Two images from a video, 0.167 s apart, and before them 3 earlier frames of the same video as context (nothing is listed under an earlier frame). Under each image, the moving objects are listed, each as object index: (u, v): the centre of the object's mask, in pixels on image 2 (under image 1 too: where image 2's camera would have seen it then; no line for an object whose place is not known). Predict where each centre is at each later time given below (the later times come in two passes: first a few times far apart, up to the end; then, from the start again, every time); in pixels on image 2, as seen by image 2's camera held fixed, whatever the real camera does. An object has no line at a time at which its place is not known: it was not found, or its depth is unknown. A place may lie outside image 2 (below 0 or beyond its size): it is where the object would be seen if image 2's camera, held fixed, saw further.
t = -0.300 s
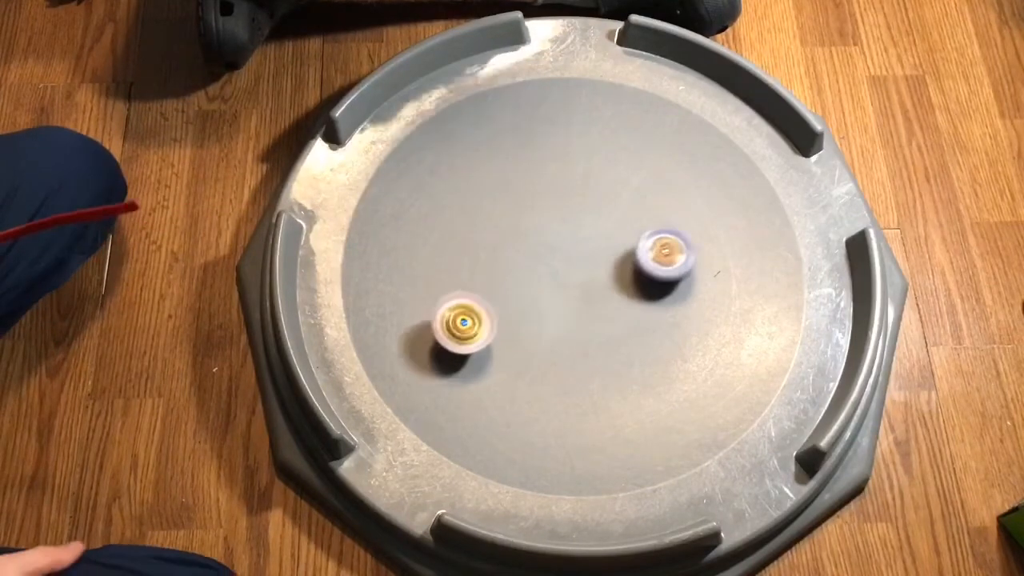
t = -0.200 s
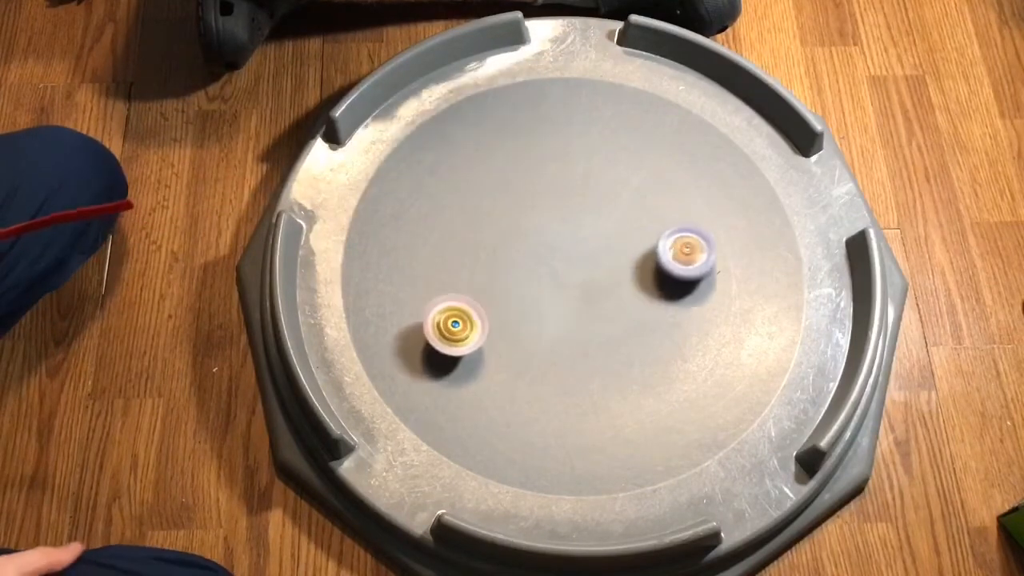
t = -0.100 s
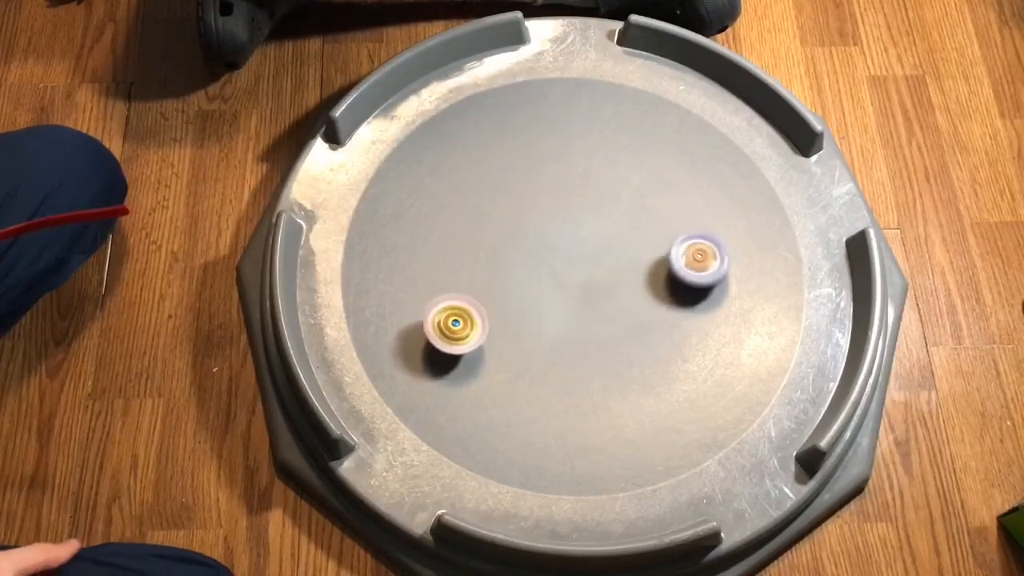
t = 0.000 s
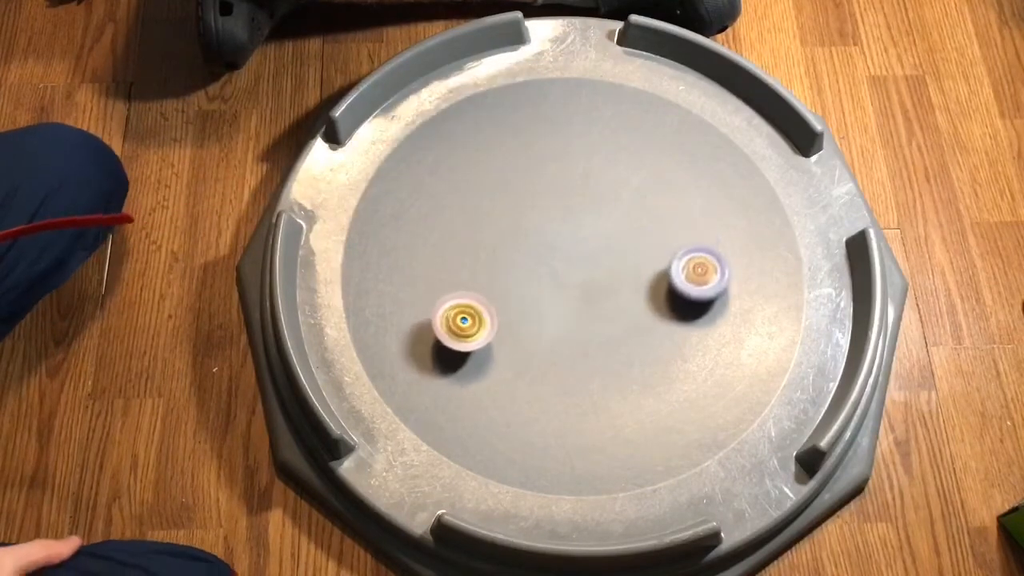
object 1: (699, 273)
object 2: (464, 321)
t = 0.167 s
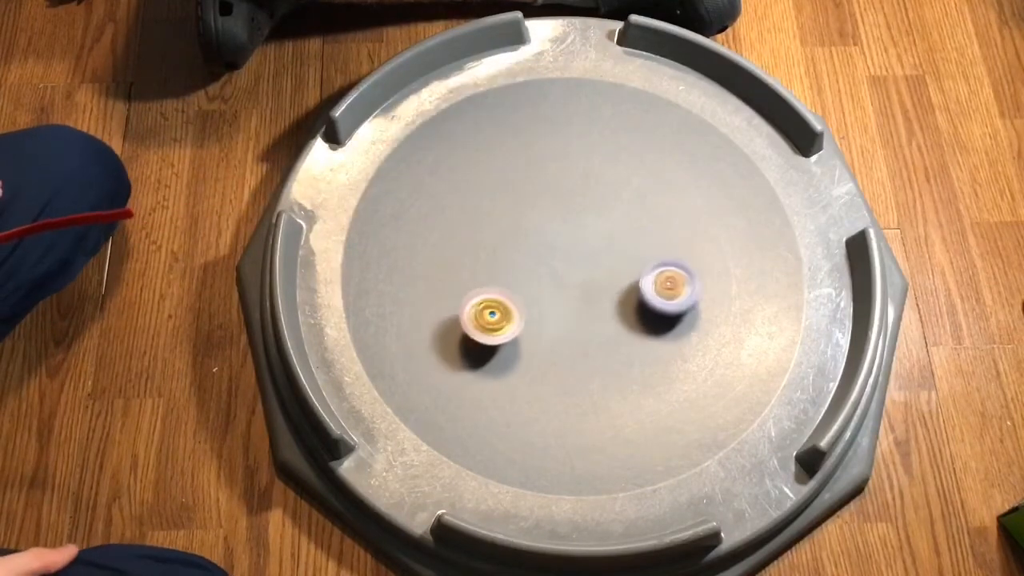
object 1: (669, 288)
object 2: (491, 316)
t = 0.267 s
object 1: (643, 284)
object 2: (512, 312)
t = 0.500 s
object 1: (581, 228)
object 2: (549, 324)
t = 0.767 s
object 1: (584, 79)
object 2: (547, 386)
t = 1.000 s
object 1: (602, 42)
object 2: (559, 371)
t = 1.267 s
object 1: (503, 157)
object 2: (585, 322)
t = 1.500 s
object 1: (452, 284)
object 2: (591, 263)
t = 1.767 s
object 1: (444, 387)
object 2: (584, 220)
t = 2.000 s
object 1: (474, 402)
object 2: (565, 205)
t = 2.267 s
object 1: (539, 361)
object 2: (532, 218)
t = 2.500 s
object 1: (602, 315)
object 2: (517, 246)
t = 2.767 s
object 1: (662, 283)
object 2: (524, 281)
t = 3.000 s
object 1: (702, 263)
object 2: (551, 300)
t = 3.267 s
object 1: (707, 232)
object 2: (580, 295)
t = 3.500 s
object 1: (674, 205)
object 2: (595, 269)
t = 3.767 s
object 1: (613, 183)
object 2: (595, 236)
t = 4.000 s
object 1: (540, 167)
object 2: (593, 245)
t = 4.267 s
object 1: (478, 193)
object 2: (588, 274)
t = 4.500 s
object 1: (453, 240)
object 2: (584, 291)
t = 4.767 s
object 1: (469, 302)
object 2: (576, 293)
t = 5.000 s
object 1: (516, 338)
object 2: (564, 276)
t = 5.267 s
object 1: (580, 346)
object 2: (556, 252)
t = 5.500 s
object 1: (627, 324)
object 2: (553, 240)
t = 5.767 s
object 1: (654, 279)
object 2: (556, 241)
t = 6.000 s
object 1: (644, 235)
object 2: (570, 251)
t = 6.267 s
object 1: (598, 199)
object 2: (586, 261)
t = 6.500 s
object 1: (545, 193)
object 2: (594, 261)
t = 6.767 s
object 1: (491, 220)
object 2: (589, 259)
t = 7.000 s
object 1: (469, 265)
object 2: (576, 259)
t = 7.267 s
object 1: (485, 321)
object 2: (568, 267)
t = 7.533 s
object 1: (540, 355)
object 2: (572, 275)
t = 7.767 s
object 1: (599, 355)
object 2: (578, 275)
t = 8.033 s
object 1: (648, 320)
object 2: (575, 267)
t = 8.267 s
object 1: (662, 271)
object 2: (570, 264)
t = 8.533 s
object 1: (638, 219)
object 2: (564, 269)
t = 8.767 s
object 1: (592, 192)
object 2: (568, 272)
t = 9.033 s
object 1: (531, 195)
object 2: (572, 269)
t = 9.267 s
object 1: (491, 225)
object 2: (570, 264)
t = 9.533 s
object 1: (477, 276)
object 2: (568, 265)
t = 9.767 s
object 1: (501, 320)
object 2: (570, 265)
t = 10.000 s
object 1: (547, 345)
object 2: (572, 263)
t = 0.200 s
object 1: (660, 287)
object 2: (498, 315)
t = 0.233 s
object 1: (652, 286)
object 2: (504, 314)
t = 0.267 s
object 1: (643, 284)
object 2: (512, 312)
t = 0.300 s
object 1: (633, 280)
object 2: (518, 310)
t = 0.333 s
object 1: (623, 276)
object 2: (524, 309)
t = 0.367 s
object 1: (613, 272)
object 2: (531, 307)
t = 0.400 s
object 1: (604, 269)
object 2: (537, 305)
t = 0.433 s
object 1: (593, 264)
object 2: (543, 303)
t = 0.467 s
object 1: (584, 256)
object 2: (549, 307)
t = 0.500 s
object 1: (581, 228)
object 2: (549, 324)
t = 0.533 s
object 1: (581, 202)
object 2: (548, 340)
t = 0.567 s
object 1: (581, 181)
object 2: (547, 354)
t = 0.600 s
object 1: (580, 159)
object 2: (547, 365)
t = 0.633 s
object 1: (580, 138)
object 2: (547, 372)
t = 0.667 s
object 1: (579, 119)
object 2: (547, 378)
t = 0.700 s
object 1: (579, 103)
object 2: (547, 382)
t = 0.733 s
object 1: (582, 90)
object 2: (547, 385)
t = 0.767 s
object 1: (584, 79)
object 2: (547, 386)
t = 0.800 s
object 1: (588, 72)
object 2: (547, 387)
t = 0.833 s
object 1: (593, 65)
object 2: (548, 386)
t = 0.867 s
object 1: (595, 60)
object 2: (550, 384)
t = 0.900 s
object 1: (598, 56)
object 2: (551, 382)
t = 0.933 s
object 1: (600, 51)
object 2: (553, 379)
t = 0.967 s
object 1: (601, 46)
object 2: (556, 375)
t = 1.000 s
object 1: (602, 42)
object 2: (559, 371)
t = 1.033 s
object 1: (591, 48)
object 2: (562, 367)
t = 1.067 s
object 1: (575, 63)
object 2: (565, 362)
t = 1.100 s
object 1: (562, 75)
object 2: (568, 356)
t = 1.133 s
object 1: (549, 89)
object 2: (572, 350)
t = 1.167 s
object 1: (536, 104)
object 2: (576, 343)
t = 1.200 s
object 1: (524, 124)
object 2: (579, 336)
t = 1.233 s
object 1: (514, 139)
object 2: (582, 329)
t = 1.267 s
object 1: (503, 157)
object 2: (585, 322)
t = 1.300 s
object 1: (493, 176)
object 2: (588, 314)
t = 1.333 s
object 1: (485, 193)
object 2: (590, 306)
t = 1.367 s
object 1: (476, 212)
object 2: (591, 297)
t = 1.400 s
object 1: (470, 229)
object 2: (592, 289)
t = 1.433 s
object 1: (462, 249)
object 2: (592, 281)
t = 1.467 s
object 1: (456, 266)
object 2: (591, 271)
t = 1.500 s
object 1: (452, 284)
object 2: (591, 263)
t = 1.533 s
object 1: (448, 301)
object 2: (590, 256)
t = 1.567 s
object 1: (444, 317)
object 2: (589, 249)
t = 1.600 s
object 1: (442, 332)
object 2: (588, 242)
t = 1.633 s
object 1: (441, 345)
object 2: (587, 237)
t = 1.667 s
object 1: (440, 358)
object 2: (587, 233)
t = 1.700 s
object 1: (441, 369)
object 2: (586, 227)
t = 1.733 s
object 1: (442, 378)
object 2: (585, 223)
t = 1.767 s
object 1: (444, 387)
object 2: (584, 220)
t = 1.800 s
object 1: (447, 393)
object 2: (582, 216)
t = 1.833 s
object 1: (449, 399)
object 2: (580, 213)
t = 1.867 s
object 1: (453, 401)
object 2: (578, 211)
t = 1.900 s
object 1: (457, 404)
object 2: (575, 208)
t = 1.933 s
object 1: (463, 405)
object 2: (572, 207)
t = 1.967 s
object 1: (468, 403)
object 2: (568, 205)
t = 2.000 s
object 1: (474, 402)
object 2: (565, 205)
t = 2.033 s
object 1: (481, 400)
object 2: (561, 204)
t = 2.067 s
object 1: (488, 396)
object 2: (557, 205)
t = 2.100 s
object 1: (496, 392)
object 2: (553, 206)
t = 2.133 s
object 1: (505, 387)
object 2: (549, 207)
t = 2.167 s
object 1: (513, 381)
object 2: (544, 209)
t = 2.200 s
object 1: (521, 374)
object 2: (540, 212)
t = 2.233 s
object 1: (530, 368)
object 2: (536, 215)
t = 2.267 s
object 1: (539, 361)
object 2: (532, 218)
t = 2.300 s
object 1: (548, 353)
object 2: (529, 221)
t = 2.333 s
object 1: (557, 346)
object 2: (526, 225)
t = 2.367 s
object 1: (566, 339)
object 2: (524, 228)
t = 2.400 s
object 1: (575, 333)
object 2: (522, 232)
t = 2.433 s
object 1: (584, 326)
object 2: (520, 237)
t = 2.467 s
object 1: (593, 321)
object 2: (518, 241)
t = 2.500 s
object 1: (602, 315)
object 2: (517, 246)
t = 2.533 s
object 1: (610, 310)
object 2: (516, 251)
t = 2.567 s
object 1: (619, 305)
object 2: (516, 255)
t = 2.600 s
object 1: (625, 300)
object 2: (517, 260)
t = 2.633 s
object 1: (634, 297)
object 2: (517, 264)
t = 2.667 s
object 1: (642, 293)
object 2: (518, 269)
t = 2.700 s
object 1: (648, 289)
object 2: (520, 273)
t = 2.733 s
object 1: (655, 286)
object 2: (522, 278)
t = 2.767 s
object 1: (662, 283)
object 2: (524, 281)
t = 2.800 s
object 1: (670, 280)
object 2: (527, 285)
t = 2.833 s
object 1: (676, 278)
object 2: (531, 289)
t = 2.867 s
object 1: (683, 275)
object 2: (535, 292)
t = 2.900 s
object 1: (688, 272)
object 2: (538, 295)
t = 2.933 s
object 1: (693, 269)
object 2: (542, 297)
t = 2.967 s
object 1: (698, 266)
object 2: (546, 298)
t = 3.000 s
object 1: (702, 263)
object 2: (551, 300)
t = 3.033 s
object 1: (705, 260)
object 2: (555, 301)
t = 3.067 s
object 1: (707, 256)
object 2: (559, 302)
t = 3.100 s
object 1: (709, 253)
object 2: (564, 302)
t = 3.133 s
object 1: (710, 249)
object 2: (568, 302)
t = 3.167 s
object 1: (710, 245)
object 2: (572, 303)
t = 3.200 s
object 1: (709, 240)
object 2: (574, 300)
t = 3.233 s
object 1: (708, 237)
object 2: (577, 298)
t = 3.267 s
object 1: (707, 232)
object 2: (580, 295)
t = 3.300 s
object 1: (704, 228)
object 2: (584, 292)
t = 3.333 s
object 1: (701, 224)
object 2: (586, 290)
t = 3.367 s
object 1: (697, 220)
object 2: (589, 286)
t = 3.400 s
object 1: (692, 217)
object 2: (591, 281)
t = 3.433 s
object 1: (687, 213)
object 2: (593, 278)
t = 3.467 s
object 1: (681, 209)
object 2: (594, 273)
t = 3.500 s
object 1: (674, 205)
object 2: (595, 269)
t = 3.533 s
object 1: (666, 202)
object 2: (596, 264)
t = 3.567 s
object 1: (660, 199)
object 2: (598, 261)
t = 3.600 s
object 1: (652, 196)
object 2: (598, 257)
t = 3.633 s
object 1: (645, 193)
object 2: (598, 252)
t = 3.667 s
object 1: (637, 190)
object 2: (597, 247)
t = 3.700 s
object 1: (628, 188)
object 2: (598, 243)
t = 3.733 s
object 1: (619, 185)
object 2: (596, 240)
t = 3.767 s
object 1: (613, 183)
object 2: (595, 236)
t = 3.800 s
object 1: (604, 181)
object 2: (593, 233)
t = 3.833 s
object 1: (596, 179)
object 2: (592, 231)
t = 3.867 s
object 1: (584, 175)
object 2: (594, 230)
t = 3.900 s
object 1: (573, 172)
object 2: (593, 234)
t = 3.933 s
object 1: (561, 169)
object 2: (594, 237)
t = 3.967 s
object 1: (550, 167)
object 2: (593, 241)
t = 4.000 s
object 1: (540, 167)
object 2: (593, 245)
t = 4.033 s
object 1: (531, 167)
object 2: (594, 249)
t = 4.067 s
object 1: (522, 168)
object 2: (593, 254)
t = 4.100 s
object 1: (514, 171)
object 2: (593, 258)
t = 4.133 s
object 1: (506, 174)
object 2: (592, 261)
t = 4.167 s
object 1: (498, 178)
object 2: (591, 265)
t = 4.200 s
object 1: (491, 183)
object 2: (590, 268)
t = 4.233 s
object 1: (485, 187)
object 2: (589, 271)
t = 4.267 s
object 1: (478, 193)
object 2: (588, 274)
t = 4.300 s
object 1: (473, 198)
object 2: (588, 278)
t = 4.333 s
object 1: (468, 205)
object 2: (587, 281)
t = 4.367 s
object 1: (464, 212)
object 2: (586, 283)
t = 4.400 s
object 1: (460, 218)
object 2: (586, 285)
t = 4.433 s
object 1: (456, 225)
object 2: (585, 288)
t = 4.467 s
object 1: (454, 233)
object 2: (584, 289)
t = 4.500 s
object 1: (453, 240)
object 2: (584, 291)
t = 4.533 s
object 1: (452, 248)
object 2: (583, 292)
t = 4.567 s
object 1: (452, 256)
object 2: (582, 293)
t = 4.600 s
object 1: (453, 264)
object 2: (581, 294)
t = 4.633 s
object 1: (455, 272)
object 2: (580, 295)
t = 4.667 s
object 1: (457, 279)
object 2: (580, 295)
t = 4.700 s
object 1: (460, 287)
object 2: (579, 295)
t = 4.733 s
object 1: (464, 295)
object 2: (577, 294)
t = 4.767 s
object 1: (469, 302)
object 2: (576, 293)
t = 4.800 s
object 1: (474, 309)
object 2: (574, 292)
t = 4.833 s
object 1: (480, 315)
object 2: (572, 290)
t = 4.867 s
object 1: (486, 321)
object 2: (571, 288)
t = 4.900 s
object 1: (493, 326)
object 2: (568, 285)
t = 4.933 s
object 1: (500, 330)
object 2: (567, 282)
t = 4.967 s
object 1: (508, 334)
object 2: (566, 280)
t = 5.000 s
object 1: (516, 338)
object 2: (564, 276)
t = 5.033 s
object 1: (523, 341)
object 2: (563, 272)
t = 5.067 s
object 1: (532, 344)
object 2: (561, 269)
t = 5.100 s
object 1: (540, 346)
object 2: (561, 265)
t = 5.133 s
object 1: (548, 347)
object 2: (560, 262)
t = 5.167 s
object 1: (556, 348)
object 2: (559, 259)
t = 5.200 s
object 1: (564, 348)
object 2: (558, 256)
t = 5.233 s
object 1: (572, 347)
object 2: (557, 254)
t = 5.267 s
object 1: (580, 346)
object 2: (556, 252)
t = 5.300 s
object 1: (587, 344)
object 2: (555, 250)
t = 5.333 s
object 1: (594, 342)
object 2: (555, 248)
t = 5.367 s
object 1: (601, 339)
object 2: (554, 246)
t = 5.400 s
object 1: (608, 336)
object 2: (554, 244)
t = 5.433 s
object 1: (614, 332)
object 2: (554, 243)
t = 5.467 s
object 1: (621, 328)
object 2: (553, 241)
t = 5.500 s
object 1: (627, 324)
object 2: (553, 240)
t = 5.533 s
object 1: (631, 320)
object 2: (552, 239)
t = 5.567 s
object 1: (636, 314)
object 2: (553, 239)
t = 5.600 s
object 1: (640, 309)
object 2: (553, 239)
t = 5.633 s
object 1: (644, 304)
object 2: (554, 238)
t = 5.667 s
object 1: (647, 298)
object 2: (554, 239)
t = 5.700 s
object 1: (649, 292)
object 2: (554, 239)
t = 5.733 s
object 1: (652, 285)
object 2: (556, 239)
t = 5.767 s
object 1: (654, 279)
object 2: (556, 241)
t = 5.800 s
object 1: (654, 273)
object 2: (558, 241)
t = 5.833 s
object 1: (654, 266)
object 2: (559, 243)
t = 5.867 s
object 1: (654, 260)
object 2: (562, 244)
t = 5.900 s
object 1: (652, 254)
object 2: (564, 246)
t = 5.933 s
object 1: (650, 247)
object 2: (566, 248)
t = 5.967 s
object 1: (647, 241)
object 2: (568, 250)
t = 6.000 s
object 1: (644, 235)
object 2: (570, 251)
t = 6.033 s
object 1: (640, 230)
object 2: (572, 253)
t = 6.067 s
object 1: (635, 224)
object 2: (574, 255)
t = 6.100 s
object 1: (630, 219)
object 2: (577, 256)
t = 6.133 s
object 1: (625, 215)
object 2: (579, 258)
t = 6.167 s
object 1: (619, 210)
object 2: (581, 258)
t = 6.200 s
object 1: (613, 206)
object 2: (583, 259)
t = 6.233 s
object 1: (606, 203)
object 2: (585, 260)
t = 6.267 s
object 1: (598, 199)
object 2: (586, 261)
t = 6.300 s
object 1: (591, 197)
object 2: (587, 262)
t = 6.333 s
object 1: (584, 195)
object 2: (589, 263)
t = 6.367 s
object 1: (575, 193)
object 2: (590, 262)
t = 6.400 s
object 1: (569, 192)
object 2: (592, 262)
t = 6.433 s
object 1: (560, 192)
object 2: (593, 261)
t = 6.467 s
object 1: (553, 193)
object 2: (594, 261)
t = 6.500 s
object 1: (545, 193)
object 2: (594, 261)
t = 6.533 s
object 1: (536, 195)
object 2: (594, 261)
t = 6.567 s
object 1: (529, 197)
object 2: (594, 260)
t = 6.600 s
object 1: (522, 200)
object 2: (594, 261)
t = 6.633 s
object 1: (516, 204)
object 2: (593, 260)
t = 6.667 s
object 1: (509, 207)
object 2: (593, 260)
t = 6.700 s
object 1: (502, 211)
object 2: (591, 259)
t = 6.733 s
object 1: (496, 216)
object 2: (590, 259)
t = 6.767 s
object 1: (491, 220)
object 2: (589, 259)
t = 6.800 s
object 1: (486, 226)
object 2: (587, 258)
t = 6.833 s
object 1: (482, 231)
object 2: (585, 259)
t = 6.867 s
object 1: (478, 238)
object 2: (583, 258)
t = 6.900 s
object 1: (474, 244)
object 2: (581, 259)
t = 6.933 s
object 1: (472, 251)
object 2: (579, 258)
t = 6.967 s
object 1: (470, 258)
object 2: (577, 259)
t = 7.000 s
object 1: (469, 265)
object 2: (576, 259)
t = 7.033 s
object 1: (468, 272)
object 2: (574, 260)
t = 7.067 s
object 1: (469, 280)
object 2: (573, 261)
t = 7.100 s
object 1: (470, 287)
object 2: (572, 262)
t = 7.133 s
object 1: (472, 294)
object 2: (571, 262)
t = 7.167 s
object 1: (475, 301)
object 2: (570, 263)
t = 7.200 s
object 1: (478, 308)
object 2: (569, 265)
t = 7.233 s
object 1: (481, 314)
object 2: (568, 266)
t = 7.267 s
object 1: (485, 321)
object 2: (568, 267)
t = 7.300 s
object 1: (491, 327)
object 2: (568, 268)
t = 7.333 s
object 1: (497, 332)
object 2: (568, 270)
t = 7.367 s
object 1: (503, 337)
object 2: (568, 270)
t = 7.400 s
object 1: (510, 342)
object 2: (569, 272)
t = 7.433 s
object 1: (517, 346)
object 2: (569, 272)
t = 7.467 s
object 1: (525, 350)
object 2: (570, 274)
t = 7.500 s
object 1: (533, 352)
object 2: (571, 274)
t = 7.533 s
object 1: (540, 355)
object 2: (572, 275)
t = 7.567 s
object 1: (548, 357)
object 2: (573, 275)
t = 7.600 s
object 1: (557, 358)
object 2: (573, 276)
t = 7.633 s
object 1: (565, 358)
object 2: (575, 276)
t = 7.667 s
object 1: (574, 359)
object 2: (576, 276)
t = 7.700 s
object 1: (582, 358)
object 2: (577, 276)
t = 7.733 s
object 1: (590, 357)
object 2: (577, 275)
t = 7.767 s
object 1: (599, 355)
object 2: (578, 275)
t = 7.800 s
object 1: (606, 352)
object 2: (578, 274)
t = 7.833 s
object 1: (613, 349)
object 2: (578, 273)
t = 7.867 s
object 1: (620, 345)
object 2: (578, 272)
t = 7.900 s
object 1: (627, 341)
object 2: (578, 271)
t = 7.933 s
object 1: (633, 336)
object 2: (578, 270)
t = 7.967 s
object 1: (638, 331)
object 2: (577, 269)
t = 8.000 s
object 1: (643, 325)
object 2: (576, 268)
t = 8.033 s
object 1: (648, 320)
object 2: (575, 267)
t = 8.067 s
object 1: (652, 313)
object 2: (574, 266)
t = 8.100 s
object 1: (656, 306)
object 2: (573, 265)
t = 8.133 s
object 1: (659, 300)
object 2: (571, 265)
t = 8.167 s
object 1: (661, 293)
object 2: (571, 265)
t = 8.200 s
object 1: (662, 285)
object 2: (570, 265)
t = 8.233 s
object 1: (663, 278)
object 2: (570, 264)
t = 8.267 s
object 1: (662, 271)
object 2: (570, 264)
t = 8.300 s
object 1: (662, 264)
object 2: (569, 264)
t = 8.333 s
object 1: (660, 257)
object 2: (567, 263)
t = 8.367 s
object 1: (658, 250)
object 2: (566, 265)
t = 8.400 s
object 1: (655, 243)
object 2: (565, 265)
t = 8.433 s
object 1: (652, 237)
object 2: (564, 267)
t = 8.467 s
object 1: (647, 230)
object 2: (564, 268)
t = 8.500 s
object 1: (643, 225)
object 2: (565, 268)
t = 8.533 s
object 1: (638, 219)
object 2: (564, 269)
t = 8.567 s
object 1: (632, 214)
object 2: (564, 270)
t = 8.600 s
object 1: (626, 208)
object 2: (564, 271)
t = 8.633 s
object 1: (620, 205)
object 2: (566, 271)
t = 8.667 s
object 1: (613, 201)
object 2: (566, 271)
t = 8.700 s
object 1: (606, 197)
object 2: (567, 271)
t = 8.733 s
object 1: (599, 194)
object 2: (568, 272)
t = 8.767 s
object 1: (592, 192)
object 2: (568, 272)
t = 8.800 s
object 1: (584, 190)
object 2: (569, 272)
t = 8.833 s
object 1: (577, 189)
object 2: (569, 273)
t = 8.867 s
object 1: (570, 188)
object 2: (570, 273)
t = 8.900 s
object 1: (561, 188)
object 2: (571, 272)
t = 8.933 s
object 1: (553, 189)
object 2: (571, 270)
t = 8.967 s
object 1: (545, 191)
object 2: (572, 270)
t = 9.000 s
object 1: (538, 193)
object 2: (572, 269)
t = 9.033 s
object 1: (531, 195)
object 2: (572, 269)
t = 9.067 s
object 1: (525, 199)
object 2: (573, 268)
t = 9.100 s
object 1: (519, 201)
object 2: (572, 267)
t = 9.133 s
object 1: (513, 206)
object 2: (571, 266)
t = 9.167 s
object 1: (507, 209)
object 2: (570, 265)
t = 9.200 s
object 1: (501, 214)
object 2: (570, 264)
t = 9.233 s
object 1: (496, 220)
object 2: (570, 264)
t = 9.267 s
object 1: (491, 225)
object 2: (570, 264)
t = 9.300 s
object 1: (487, 230)
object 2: (570, 264)
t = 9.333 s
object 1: (484, 237)
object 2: (570, 263)
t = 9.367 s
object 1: (481, 243)
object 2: (570, 263)
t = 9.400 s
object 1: (479, 249)
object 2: (569, 262)
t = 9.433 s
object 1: (478, 256)
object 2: (568, 262)
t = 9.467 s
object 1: (477, 262)
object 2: (568, 263)
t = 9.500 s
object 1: (477, 269)
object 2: (568, 264)
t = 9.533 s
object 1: (477, 276)
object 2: (568, 265)
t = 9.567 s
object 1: (479, 283)
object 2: (569, 266)
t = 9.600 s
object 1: (481, 290)
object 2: (570, 265)
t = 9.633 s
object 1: (483, 296)
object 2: (571, 266)
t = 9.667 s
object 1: (486, 302)
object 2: (571, 265)
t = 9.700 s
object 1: (491, 308)
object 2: (571, 265)
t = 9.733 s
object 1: (495, 314)
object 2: (570, 265)
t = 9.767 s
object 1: (501, 320)
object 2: (570, 265)
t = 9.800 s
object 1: (505, 325)
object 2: (570, 265)
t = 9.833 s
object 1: (511, 330)
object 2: (571, 265)
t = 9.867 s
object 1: (518, 334)
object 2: (571, 265)
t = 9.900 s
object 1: (525, 337)
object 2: (571, 264)
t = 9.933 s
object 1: (532, 341)
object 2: (572, 264)
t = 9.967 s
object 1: (539, 343)
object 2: (572, 263)
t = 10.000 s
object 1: (547, 345)
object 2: (572, 263)
